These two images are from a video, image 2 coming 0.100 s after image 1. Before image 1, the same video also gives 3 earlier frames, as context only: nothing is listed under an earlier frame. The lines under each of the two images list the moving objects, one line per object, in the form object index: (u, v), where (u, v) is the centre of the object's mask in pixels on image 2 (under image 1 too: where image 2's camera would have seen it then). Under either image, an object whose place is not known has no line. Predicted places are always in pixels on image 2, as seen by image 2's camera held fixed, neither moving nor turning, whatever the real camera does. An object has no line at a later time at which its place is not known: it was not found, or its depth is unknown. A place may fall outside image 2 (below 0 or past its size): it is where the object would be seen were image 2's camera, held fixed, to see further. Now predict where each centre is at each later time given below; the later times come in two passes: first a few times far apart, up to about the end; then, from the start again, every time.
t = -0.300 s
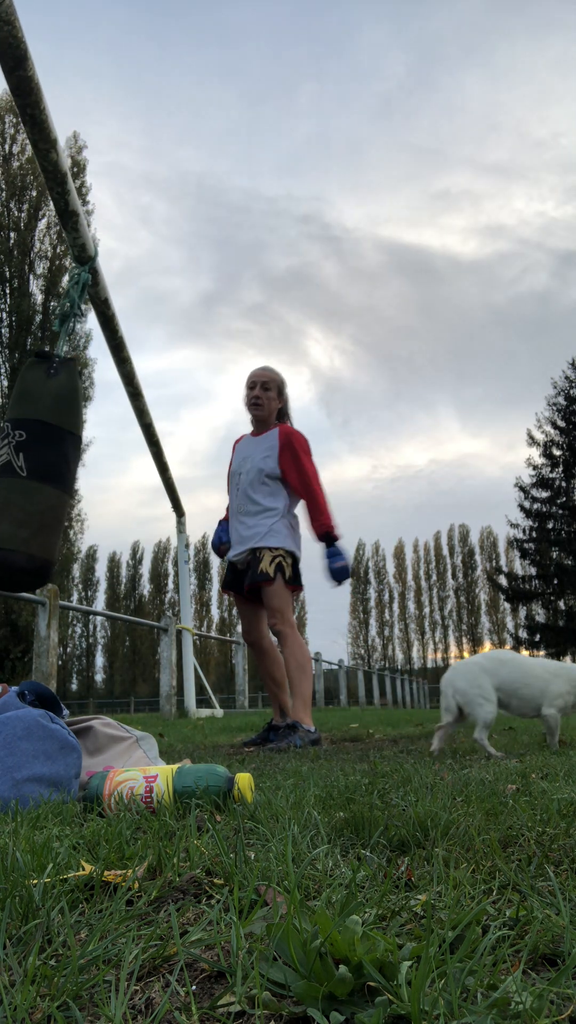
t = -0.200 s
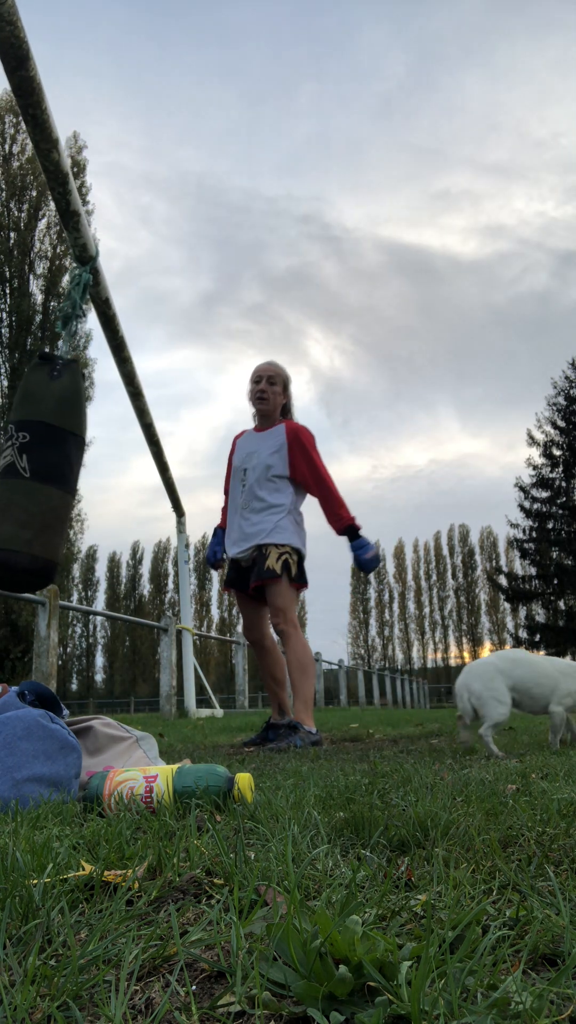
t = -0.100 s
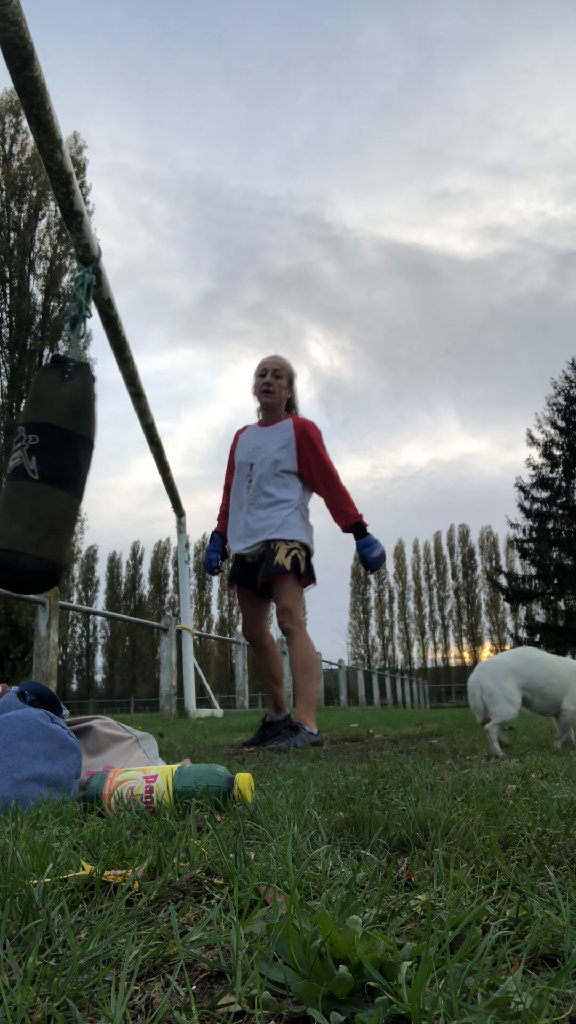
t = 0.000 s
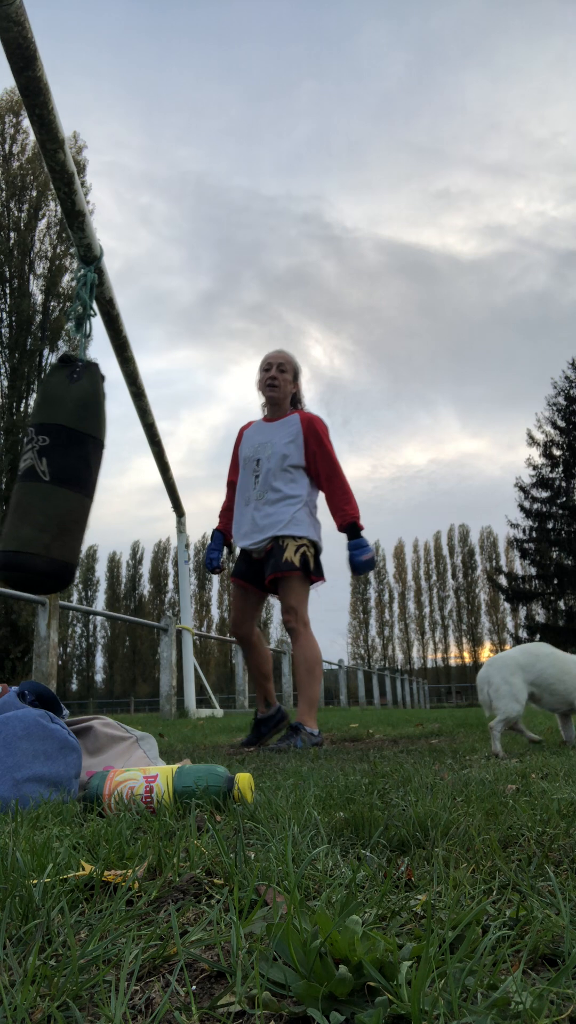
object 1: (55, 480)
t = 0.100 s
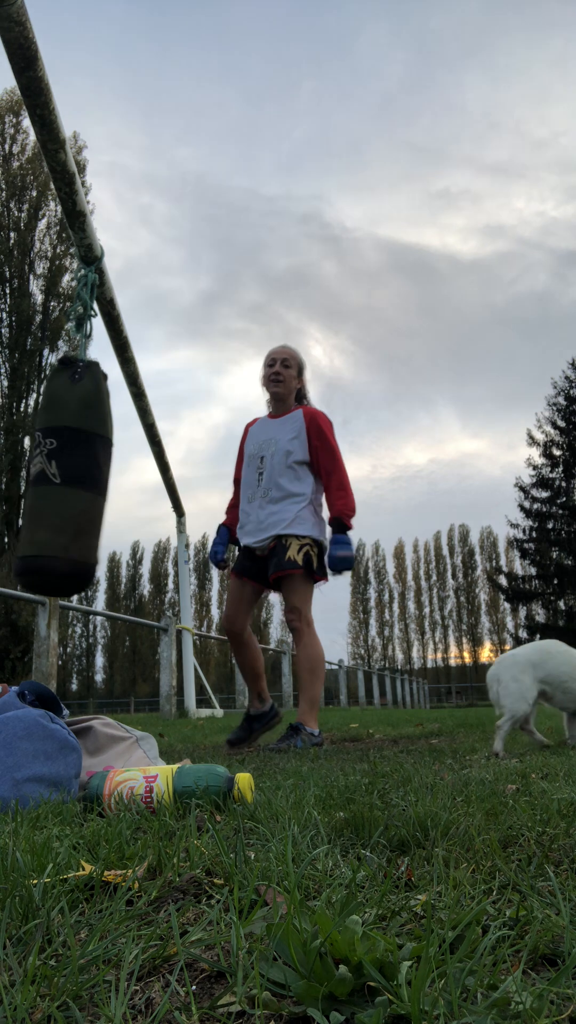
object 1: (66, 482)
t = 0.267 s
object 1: (89, 482)
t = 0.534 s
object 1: (120, 477)
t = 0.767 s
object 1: (127, 473)
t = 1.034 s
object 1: (111, 473)
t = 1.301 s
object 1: (75, 476)
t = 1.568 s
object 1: (49, 473)
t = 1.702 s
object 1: (45, 471)
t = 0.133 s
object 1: (71, 481)
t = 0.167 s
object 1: (75, 482)
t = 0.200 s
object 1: (80, 482)
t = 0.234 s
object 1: (84, 481)
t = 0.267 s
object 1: (89, 482)
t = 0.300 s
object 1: (94, 481)
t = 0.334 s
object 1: (98, 481)
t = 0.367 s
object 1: (102, 480)
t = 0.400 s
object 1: (107, 480)
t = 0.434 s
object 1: (111, 479)
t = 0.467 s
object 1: (114, 479)
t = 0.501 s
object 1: (118, 478)
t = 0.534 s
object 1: (120, 477)
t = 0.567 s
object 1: (123, 477)
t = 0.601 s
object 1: (125, 476)
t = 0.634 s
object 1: (126, 475)
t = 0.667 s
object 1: (127, 475)
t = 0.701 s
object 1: (128, 474)
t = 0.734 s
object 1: (128, 473)
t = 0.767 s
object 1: (127, 473)
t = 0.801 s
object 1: (127, 472)
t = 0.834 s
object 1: (126, 472)
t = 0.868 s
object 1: (124, 472)
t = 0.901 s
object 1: (122, 471)
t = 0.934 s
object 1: (120, 472)
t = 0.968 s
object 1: (117, 472)
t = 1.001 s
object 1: (114, 473)
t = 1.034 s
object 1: (111, 473)
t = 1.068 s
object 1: (107, 474)
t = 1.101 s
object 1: (103, 474)
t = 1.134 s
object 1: (99, 475)
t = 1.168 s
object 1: (94, 476)
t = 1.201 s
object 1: (89, 476)
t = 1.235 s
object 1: (85, 477)
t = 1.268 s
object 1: (80, 476)
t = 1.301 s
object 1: (75, 476)
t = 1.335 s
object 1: (70, 477)
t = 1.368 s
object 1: (66, 476)
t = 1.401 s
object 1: (62, 477)
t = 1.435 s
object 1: (58, 476)
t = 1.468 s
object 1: (55, 477)
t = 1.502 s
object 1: (52, 476)
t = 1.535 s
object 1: (50, 475)
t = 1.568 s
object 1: (49, 473)
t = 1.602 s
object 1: (47, 472)
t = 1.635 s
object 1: (46, 472)
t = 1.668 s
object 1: (45, 471)
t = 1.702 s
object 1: (45, 471)
